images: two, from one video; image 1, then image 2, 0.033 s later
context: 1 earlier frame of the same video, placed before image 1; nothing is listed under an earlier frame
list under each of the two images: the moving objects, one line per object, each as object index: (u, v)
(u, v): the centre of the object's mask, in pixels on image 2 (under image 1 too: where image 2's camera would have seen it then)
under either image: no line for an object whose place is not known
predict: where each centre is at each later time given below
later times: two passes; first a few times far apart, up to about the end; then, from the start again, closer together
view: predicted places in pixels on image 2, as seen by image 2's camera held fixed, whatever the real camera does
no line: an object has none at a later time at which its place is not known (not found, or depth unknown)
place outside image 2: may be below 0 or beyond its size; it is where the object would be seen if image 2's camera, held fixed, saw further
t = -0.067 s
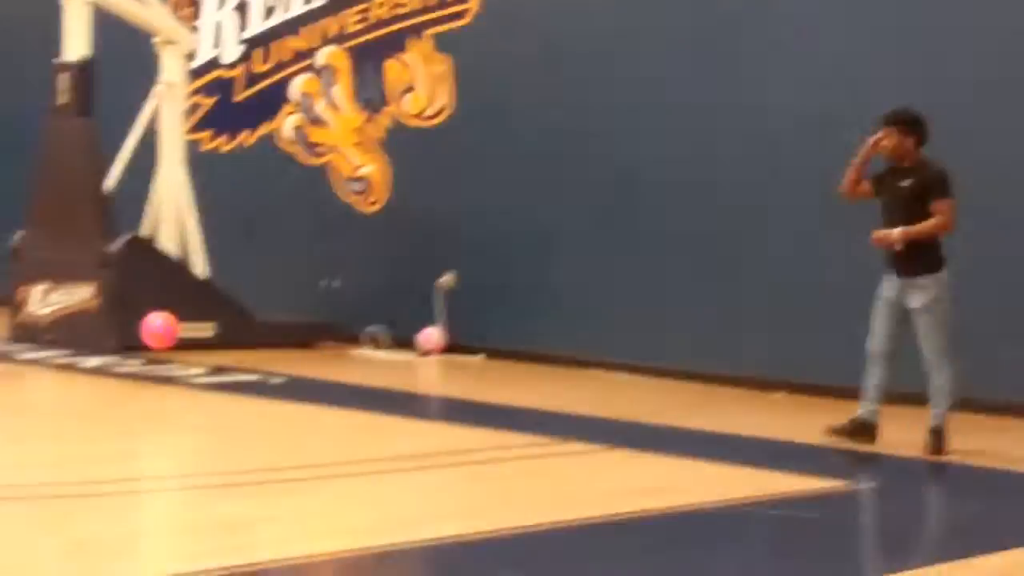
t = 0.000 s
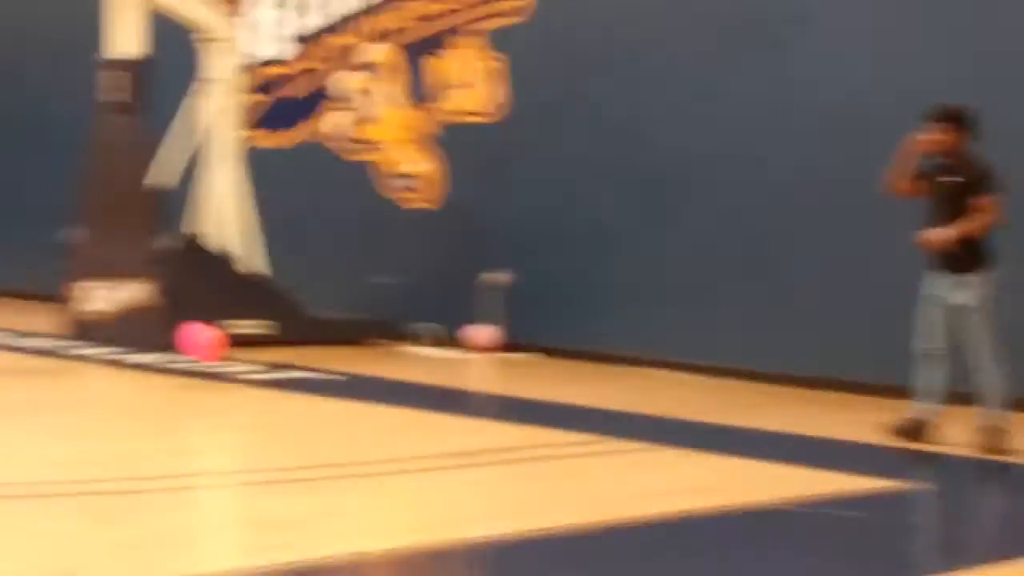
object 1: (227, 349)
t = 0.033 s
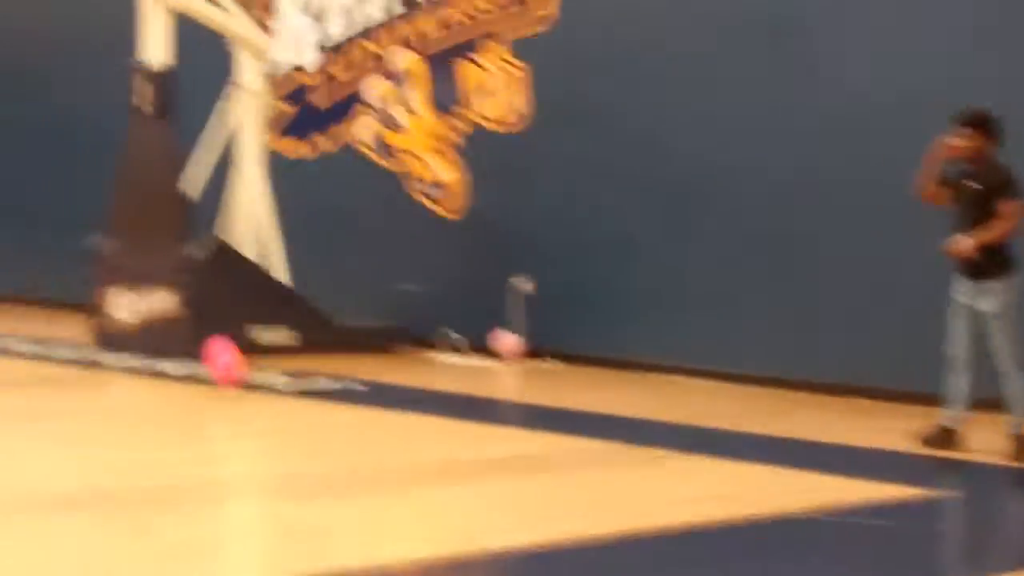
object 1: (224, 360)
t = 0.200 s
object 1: (207, 358)
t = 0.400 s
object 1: (178, 364)
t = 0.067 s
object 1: (220, 373)
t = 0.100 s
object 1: (218, 376)
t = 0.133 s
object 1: (214, 368)
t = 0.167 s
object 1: (209, 363)
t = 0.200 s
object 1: (207, 358)
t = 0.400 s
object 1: (178, 364)
